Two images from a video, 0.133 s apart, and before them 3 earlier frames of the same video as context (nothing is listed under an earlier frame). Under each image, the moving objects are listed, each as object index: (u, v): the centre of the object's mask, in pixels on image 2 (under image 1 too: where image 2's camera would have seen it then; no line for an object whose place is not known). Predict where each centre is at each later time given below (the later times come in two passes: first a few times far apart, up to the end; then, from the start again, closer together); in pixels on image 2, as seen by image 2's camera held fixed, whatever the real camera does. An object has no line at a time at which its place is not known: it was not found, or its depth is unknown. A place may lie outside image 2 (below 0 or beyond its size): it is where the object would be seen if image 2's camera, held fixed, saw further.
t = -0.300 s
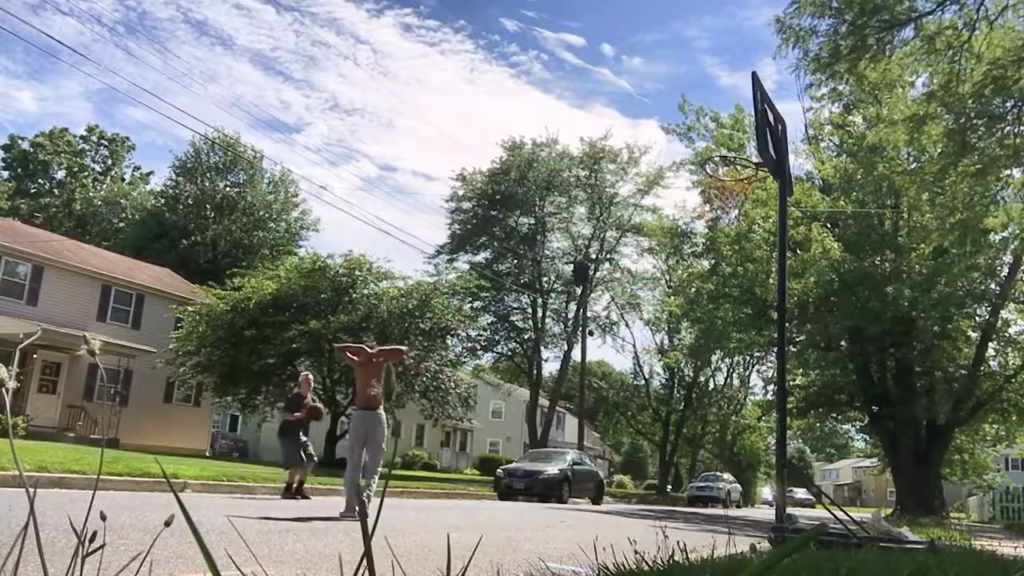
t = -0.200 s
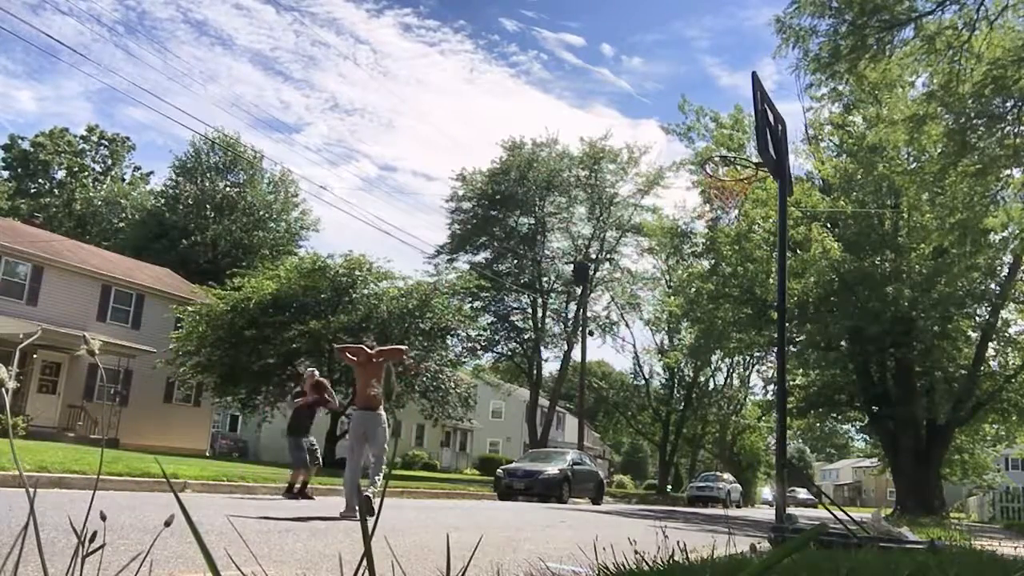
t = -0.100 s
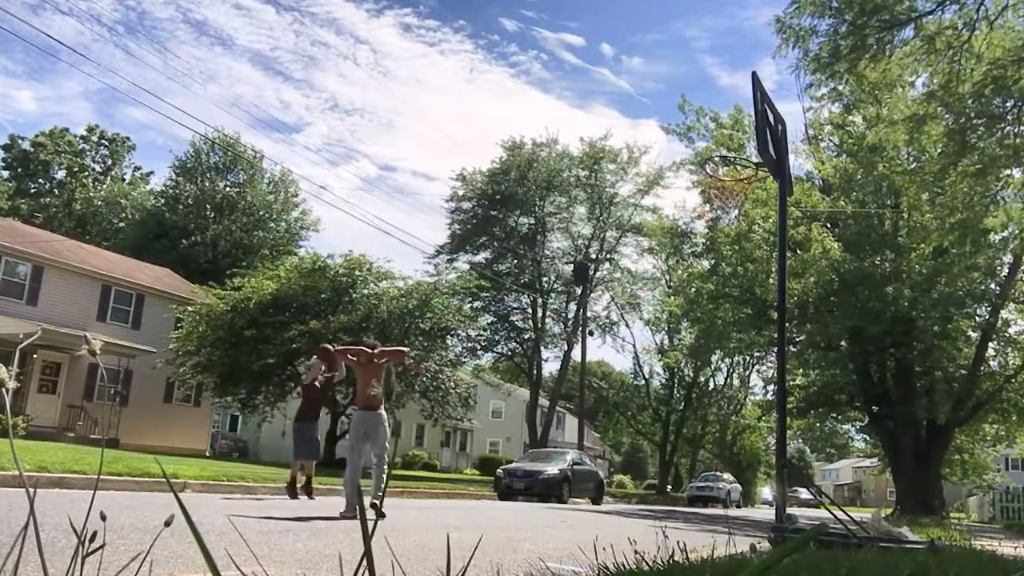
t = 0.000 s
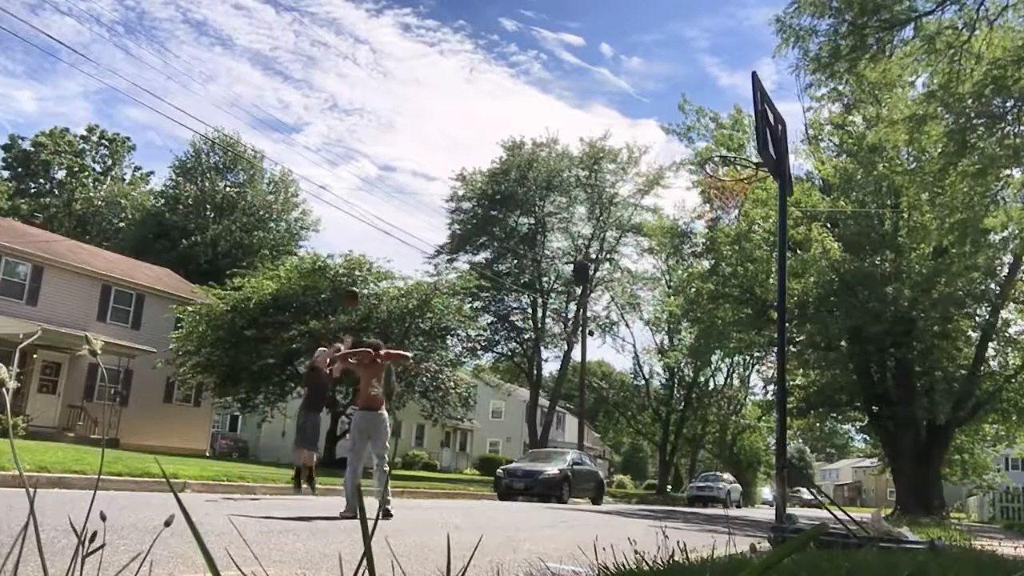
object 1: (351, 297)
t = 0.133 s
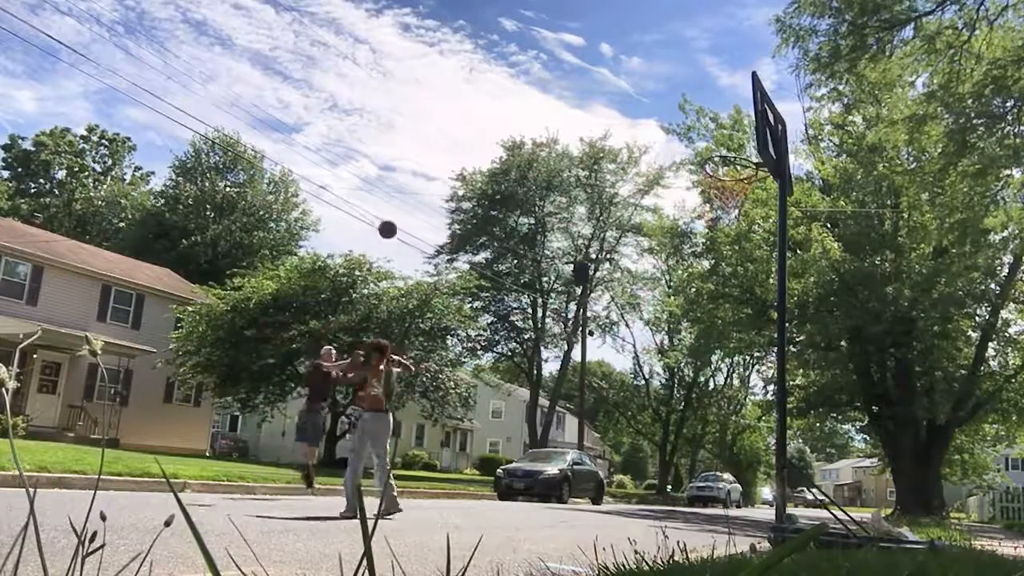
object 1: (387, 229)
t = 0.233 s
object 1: (415, 186)
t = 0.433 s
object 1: (471, 120)
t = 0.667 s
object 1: (539, 79)
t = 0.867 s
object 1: (601, 78)
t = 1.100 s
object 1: (682, 128)
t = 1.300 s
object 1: (748, 149)
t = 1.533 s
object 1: (713, 148)
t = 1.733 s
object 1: (714, 154)
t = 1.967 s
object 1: (738, 184)
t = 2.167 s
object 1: (754, 227)
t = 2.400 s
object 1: (756, 319)
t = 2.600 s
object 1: (714, 410)
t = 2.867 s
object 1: (658, 503)
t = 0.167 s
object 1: (397, 214)
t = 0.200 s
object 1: (406, 200)
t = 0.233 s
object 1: (415, 186)
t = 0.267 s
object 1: (424, 173)
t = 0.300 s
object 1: (433, 161)
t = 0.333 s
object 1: (443, 150)
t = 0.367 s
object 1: (452, 139)
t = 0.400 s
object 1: (461, 129)
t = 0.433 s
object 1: (471, 120)
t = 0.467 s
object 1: (480, 112)
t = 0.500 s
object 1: (490, 104)
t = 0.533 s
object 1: (499, 97)
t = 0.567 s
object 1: (509, 92)
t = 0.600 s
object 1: (519, 86)
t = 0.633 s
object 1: (529, 82)
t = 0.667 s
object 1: (539, 79)
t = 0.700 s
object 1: (549, 76)
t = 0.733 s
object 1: (559, 75)
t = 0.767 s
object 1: (569, 74)
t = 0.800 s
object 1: (579, 74)
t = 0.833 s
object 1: (590, 75)
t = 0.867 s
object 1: (601, 78)
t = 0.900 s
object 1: (612, 81)
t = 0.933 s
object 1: (623, 86)
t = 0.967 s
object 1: (634, 92)
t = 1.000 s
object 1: (646, 98)
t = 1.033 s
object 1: (658, 106)
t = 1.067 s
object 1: (669, 116)
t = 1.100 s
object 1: (682, 128)
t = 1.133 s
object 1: (694, 139)
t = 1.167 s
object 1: (707, 154)
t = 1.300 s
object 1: (748, 149)
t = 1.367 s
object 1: (746, 144)
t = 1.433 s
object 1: (728, 147)
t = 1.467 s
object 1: (718, 150)
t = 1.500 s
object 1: (713, 151)
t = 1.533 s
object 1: (713, 148)
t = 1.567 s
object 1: (713, 146)
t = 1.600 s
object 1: (713, 146)
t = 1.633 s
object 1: (714, 146)
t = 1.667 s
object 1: (714, 147)
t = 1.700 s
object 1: (713, 150)
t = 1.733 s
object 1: (714, 154)
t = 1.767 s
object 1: (715, 159)
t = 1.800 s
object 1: (716, 160)
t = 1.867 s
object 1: (725, 167)
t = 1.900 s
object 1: (730, 171)
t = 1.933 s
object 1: (734, 176)
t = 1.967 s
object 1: (738, 184)
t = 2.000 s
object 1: (743, 192)
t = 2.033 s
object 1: (746, 200)
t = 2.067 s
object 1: (748, 206)
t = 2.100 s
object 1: (750, 211)
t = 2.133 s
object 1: (752, 217)
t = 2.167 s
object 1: (754, 227)
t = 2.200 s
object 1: (755, 237)
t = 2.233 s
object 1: (757, 248)
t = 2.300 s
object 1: (759, 274)
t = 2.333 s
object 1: (765, 294)
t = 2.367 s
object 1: (767, 305)
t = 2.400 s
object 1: (756, 319)
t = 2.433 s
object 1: (750, 331)
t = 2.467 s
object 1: (742, 344)
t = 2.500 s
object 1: (739, 358)
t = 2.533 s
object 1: (729, 374)
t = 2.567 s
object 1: (720, 390)
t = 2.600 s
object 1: (714, 410)
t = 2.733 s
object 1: (687, 495)
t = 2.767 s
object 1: (678, 521)
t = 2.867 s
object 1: (658, 503)
